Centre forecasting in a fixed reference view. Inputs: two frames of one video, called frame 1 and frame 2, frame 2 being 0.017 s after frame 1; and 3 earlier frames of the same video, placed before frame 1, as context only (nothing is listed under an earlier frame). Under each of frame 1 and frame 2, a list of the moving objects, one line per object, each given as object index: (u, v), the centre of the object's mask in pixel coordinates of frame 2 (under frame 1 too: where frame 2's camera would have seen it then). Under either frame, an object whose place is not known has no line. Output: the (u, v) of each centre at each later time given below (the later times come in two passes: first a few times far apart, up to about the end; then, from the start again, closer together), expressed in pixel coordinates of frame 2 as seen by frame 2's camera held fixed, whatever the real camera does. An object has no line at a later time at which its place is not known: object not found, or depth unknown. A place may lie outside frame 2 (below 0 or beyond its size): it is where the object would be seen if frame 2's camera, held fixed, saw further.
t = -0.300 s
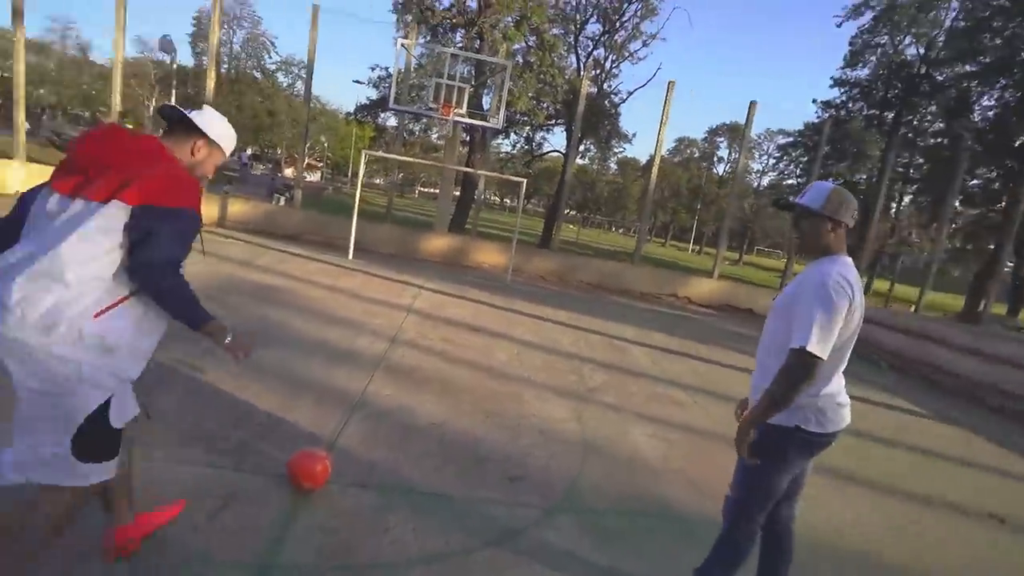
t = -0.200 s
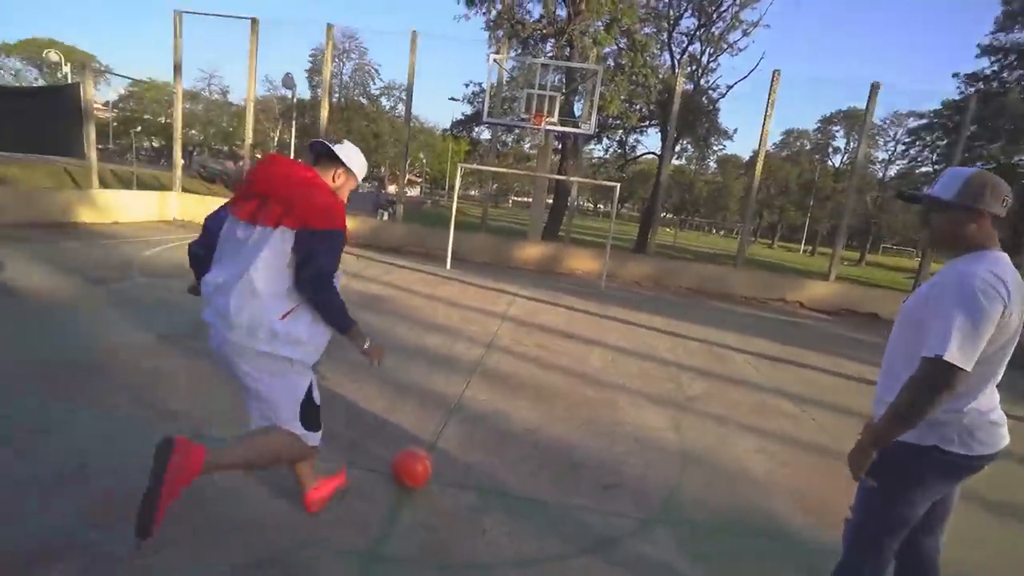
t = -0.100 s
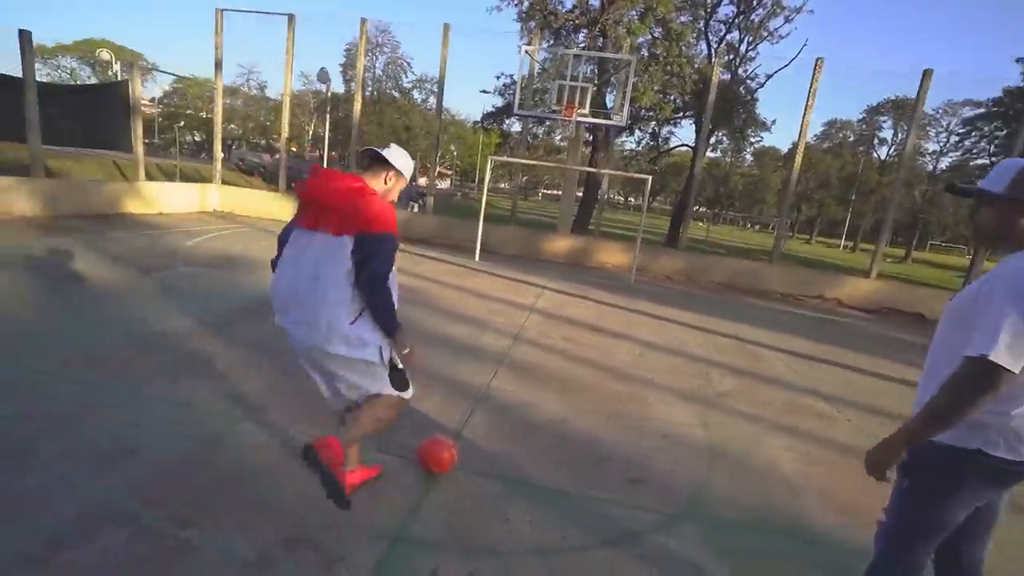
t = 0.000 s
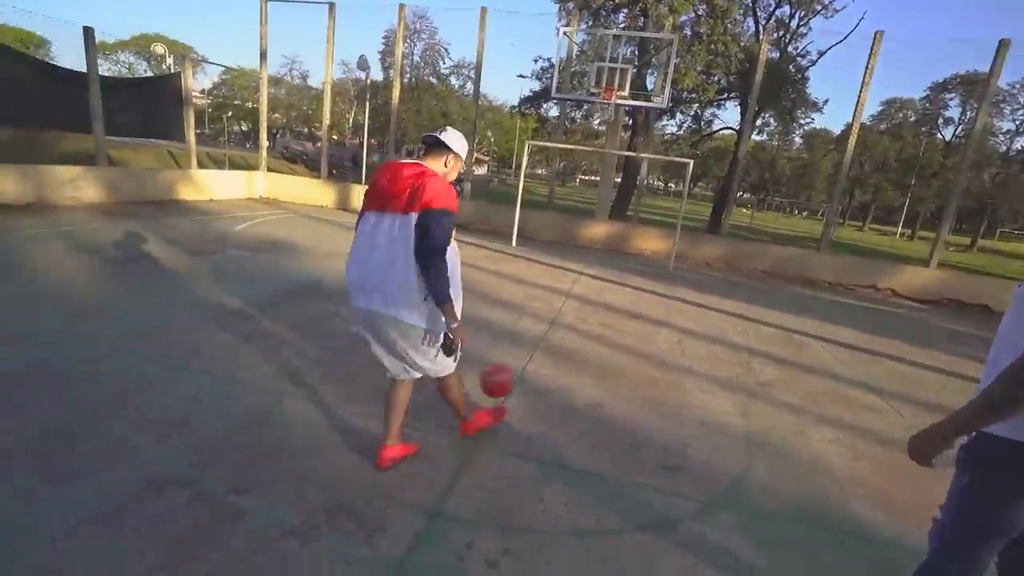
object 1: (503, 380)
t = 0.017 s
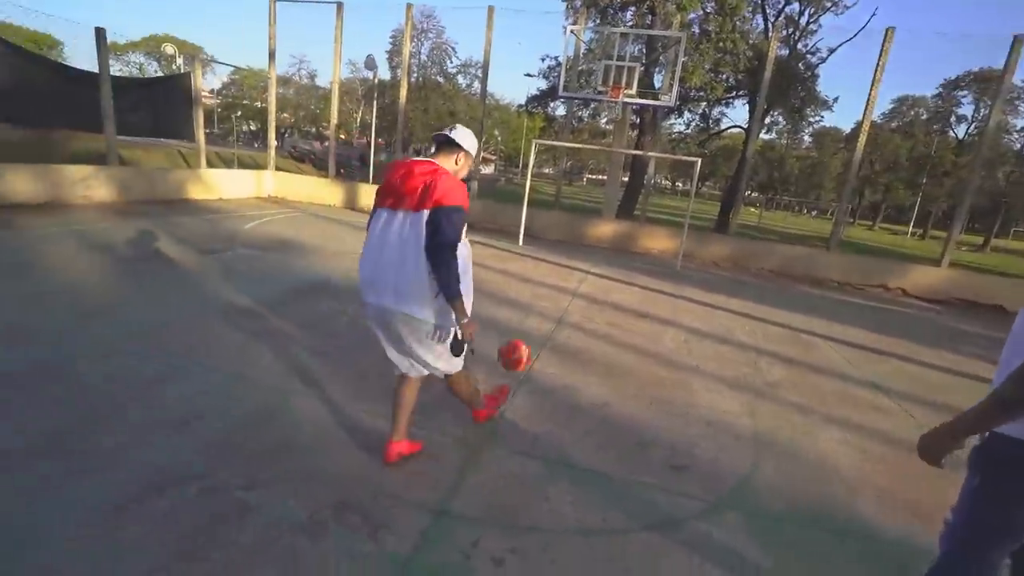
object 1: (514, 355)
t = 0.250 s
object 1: (587, 183)
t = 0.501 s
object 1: (609, 148)
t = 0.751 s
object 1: (621, 118)
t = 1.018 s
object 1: (619, 137)
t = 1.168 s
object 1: (623, 115)
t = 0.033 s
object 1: (523, 333)
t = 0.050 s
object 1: (531, 312)
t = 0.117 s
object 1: (557, 250)
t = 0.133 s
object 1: (562, 239)
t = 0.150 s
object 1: (567, 229)
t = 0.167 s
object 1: (571, 219)
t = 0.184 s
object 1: (574, 210)
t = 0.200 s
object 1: (578, 202)
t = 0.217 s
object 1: (581, 195)
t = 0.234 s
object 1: (584, 189)
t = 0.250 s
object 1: (587, 183)
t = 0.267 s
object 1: (589, 178)
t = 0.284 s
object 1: (591, 174)
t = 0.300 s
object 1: (593, 170)
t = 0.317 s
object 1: (596, 165)
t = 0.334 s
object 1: (599, 162)
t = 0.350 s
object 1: (599, 161)
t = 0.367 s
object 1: (601, 157)
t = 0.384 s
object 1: (603, 155)
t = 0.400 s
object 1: (603, 154)
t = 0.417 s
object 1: (604, 152)
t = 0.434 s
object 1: (606, 150)
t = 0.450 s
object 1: (607, 149)
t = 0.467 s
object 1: (606, 149)
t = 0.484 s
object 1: (608, 150)
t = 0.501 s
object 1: (609, 148)
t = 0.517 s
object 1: (609, 147)
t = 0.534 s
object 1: (609, 147)
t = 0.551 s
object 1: (611, 147)
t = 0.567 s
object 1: (611, 146)
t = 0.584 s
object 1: (612, 146)
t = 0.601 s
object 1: (613, 146)
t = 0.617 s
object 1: (613, 146)
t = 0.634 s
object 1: (613, 146)
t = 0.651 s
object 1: (616, 141)
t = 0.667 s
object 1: (617, 137)
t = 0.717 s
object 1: (616, 125)
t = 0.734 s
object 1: (617, 121)
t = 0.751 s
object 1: (621, 118)
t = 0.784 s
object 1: (621, 110)
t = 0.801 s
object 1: (621, 110)
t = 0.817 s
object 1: (621, 109)
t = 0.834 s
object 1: (622, 107)
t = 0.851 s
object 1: (620, 110)
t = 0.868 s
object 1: (622, 110)
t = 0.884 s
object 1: (622, 111)
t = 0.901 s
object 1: (621, 116)
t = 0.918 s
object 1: (619, 124)
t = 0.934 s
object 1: (620, 120)
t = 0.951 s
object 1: (619, 126)
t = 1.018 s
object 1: (619, 137)
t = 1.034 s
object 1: (618, 144)
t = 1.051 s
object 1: (619, 140)
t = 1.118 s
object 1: (622, 125)
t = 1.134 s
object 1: (622, 122)
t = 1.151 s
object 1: (623, 119)
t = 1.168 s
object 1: (623, 115)
